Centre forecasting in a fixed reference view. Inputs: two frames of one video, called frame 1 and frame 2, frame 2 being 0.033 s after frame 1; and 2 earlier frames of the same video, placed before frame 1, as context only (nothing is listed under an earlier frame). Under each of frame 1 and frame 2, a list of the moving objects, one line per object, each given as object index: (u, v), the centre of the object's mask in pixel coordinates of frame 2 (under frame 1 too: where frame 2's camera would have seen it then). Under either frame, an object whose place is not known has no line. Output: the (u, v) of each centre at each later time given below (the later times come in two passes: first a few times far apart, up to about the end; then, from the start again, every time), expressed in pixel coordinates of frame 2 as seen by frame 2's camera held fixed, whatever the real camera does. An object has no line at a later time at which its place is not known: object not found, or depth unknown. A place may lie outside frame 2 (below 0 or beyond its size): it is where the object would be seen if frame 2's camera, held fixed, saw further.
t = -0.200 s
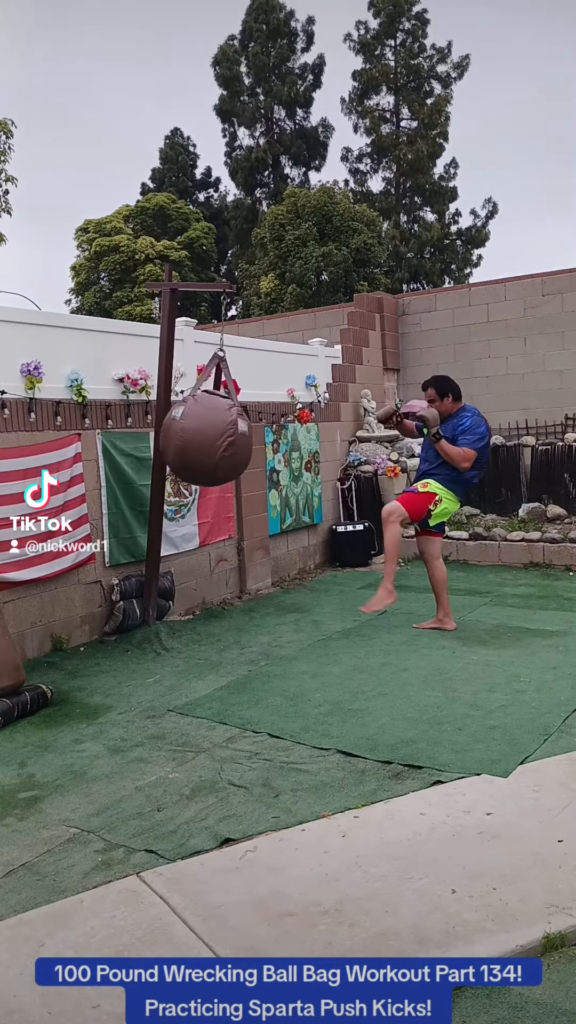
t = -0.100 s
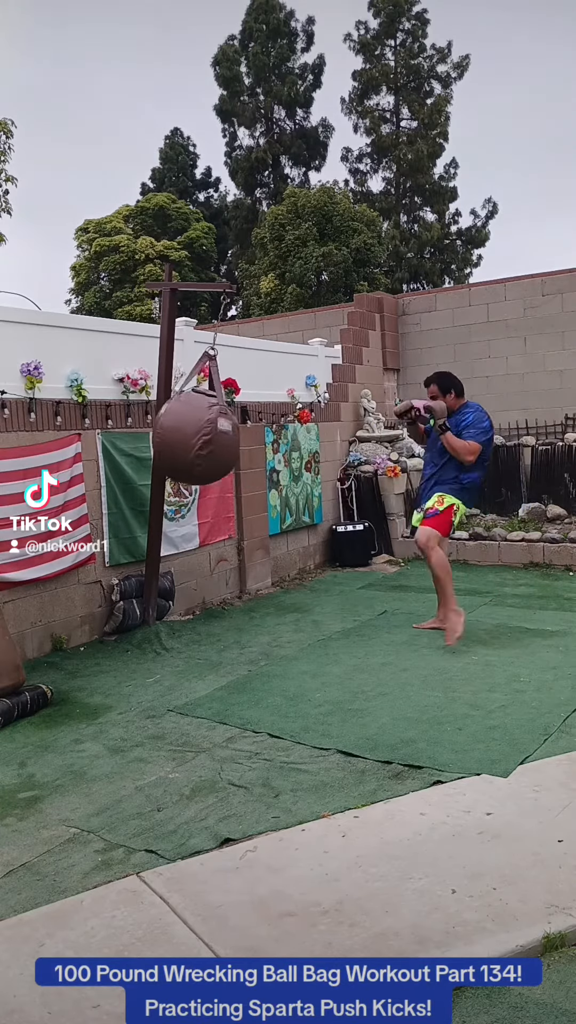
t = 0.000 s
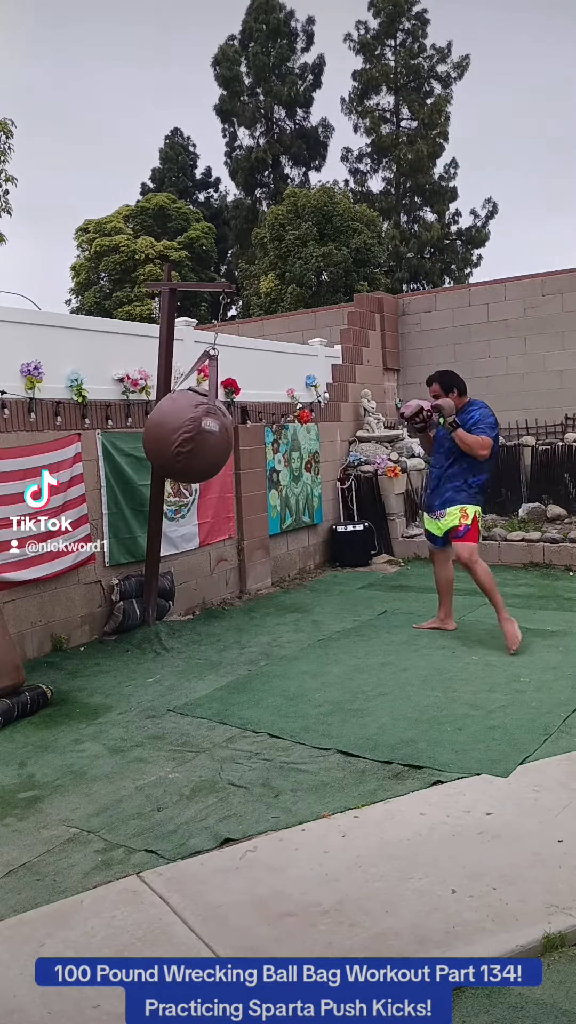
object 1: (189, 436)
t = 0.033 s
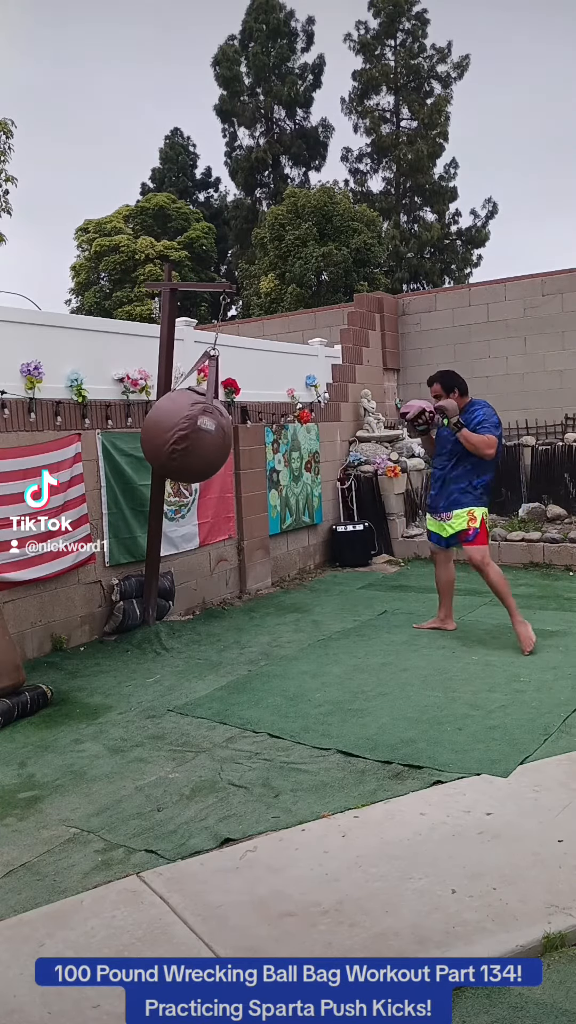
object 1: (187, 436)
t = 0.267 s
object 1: (191, 437)
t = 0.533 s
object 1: (221, 442)
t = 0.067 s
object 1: (186, 436)
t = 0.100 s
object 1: (185, 436)
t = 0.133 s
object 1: (185, 436)
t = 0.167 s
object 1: (186, 436)
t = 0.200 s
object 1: (187, 436)
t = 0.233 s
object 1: (189, 437)
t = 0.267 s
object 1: (191, 437)
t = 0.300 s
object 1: (194, 438)
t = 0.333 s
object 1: (197, 438)
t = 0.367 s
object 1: (200, 439)
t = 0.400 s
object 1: (204, 440)
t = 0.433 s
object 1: (208, 440)
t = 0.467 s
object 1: (212, 441)
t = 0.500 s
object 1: (216, 441)
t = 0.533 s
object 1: (221, 442)
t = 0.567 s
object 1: (226, 442)
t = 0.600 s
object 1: (230, 442)
